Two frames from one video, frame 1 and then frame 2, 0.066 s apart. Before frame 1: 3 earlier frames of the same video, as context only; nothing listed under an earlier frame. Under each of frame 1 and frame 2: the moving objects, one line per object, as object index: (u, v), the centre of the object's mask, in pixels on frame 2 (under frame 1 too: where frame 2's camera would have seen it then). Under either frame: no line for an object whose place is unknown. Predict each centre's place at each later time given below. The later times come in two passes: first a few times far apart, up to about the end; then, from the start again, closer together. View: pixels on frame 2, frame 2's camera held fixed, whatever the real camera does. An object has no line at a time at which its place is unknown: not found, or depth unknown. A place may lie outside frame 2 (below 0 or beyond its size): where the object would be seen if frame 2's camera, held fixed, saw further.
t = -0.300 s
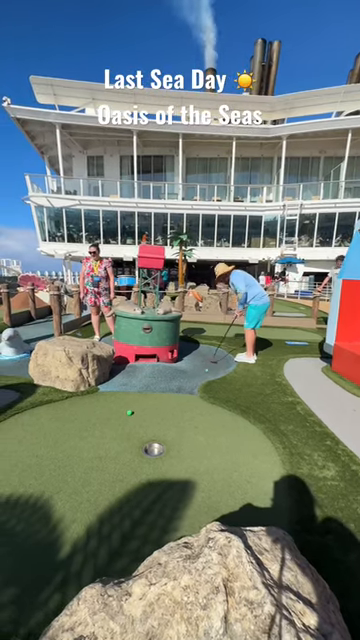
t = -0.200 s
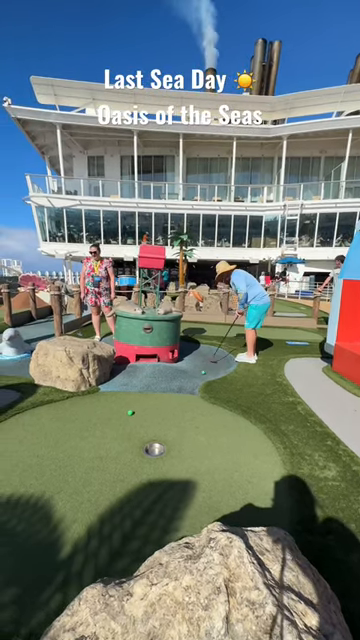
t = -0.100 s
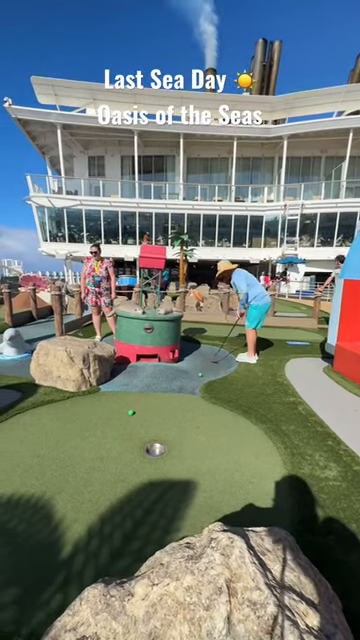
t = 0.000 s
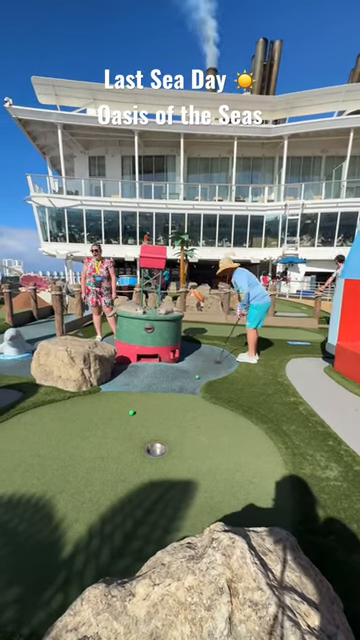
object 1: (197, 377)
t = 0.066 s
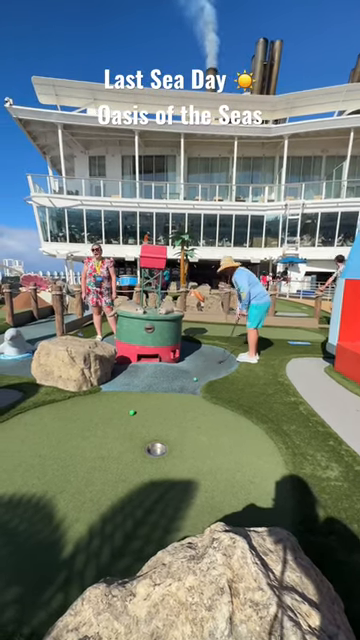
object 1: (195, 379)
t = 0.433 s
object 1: (183, 395)
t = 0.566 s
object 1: (179, 402)
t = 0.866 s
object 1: (168, 416)
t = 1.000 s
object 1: (164, 425)
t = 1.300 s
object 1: (153, 444)
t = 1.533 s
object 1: (160, 451)
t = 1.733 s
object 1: (159, 450)
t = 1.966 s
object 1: (158, 448)
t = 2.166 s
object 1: (156, 449)
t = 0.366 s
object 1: (185, 392)
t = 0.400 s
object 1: (184, 394)
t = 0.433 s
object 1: (183, 395)
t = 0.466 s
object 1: (182, 397)
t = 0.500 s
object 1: (181, 399)
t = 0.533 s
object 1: (179, 400)
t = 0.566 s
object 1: (179, 402)
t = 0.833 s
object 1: (170, 414)
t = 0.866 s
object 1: (168, 416)
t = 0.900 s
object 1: (167, 419)
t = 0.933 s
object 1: (166, 421)
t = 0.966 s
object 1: (165, 423)
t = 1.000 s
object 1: (164, 425)
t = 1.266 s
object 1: (155, 441)
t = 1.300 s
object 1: (153, 444)
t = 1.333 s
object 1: (152, 448)
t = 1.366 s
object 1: (151, 451)
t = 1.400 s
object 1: (151, 451)
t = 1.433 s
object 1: (154, 450)
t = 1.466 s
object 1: (156, 451)
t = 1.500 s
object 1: (159, 451)
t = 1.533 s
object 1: (160, 451)
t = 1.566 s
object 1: (160, 451)
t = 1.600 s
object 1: (160, 451)
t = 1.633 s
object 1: (159, 450)
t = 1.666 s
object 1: (159, 450)
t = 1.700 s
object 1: (159, 450)
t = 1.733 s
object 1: (159, 450)
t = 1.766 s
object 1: (159, 450)
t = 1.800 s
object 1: (159, 450)
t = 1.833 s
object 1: (159, 450)
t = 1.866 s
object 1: (159, 449)
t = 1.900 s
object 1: (159, 449)
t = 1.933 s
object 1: (159, 449)
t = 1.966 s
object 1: (158, 448)
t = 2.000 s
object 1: (158, 448)
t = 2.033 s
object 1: (157, 449)
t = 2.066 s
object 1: (157, 449)
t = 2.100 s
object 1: (156, 449)
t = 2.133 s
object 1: (156, 448)
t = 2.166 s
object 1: (156, 449)
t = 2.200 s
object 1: (155, 448)
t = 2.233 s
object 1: (154, 448)
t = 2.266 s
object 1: (154, 449)
